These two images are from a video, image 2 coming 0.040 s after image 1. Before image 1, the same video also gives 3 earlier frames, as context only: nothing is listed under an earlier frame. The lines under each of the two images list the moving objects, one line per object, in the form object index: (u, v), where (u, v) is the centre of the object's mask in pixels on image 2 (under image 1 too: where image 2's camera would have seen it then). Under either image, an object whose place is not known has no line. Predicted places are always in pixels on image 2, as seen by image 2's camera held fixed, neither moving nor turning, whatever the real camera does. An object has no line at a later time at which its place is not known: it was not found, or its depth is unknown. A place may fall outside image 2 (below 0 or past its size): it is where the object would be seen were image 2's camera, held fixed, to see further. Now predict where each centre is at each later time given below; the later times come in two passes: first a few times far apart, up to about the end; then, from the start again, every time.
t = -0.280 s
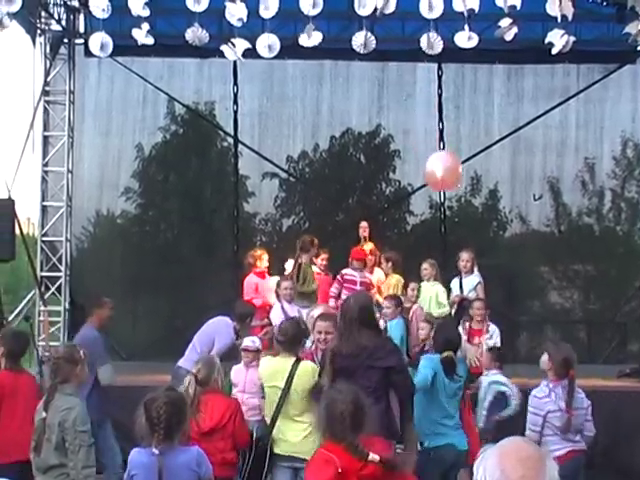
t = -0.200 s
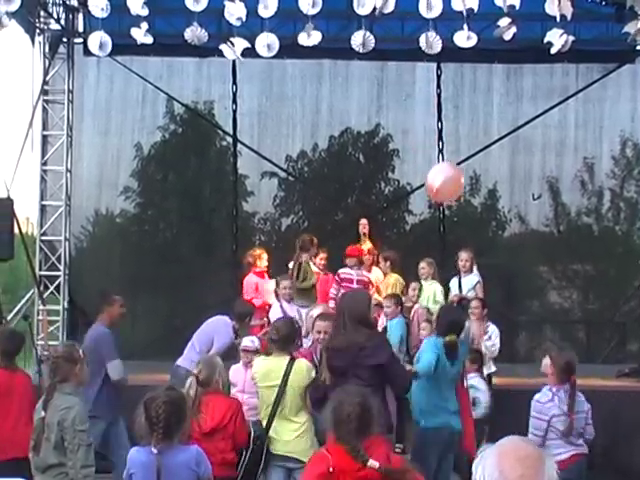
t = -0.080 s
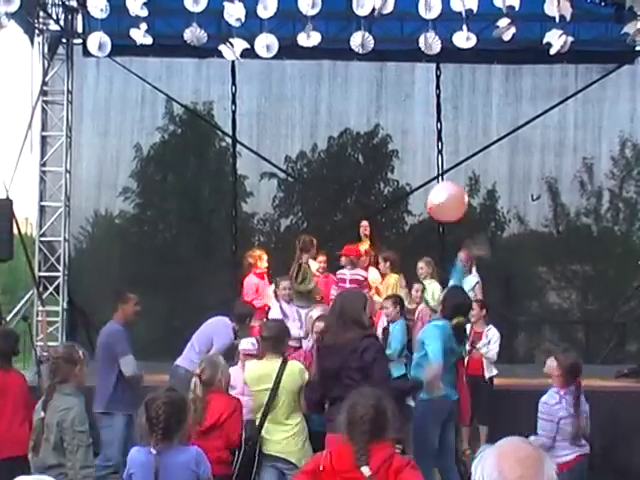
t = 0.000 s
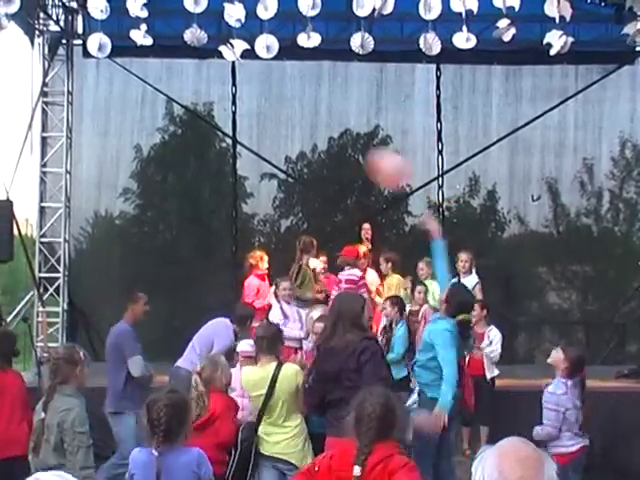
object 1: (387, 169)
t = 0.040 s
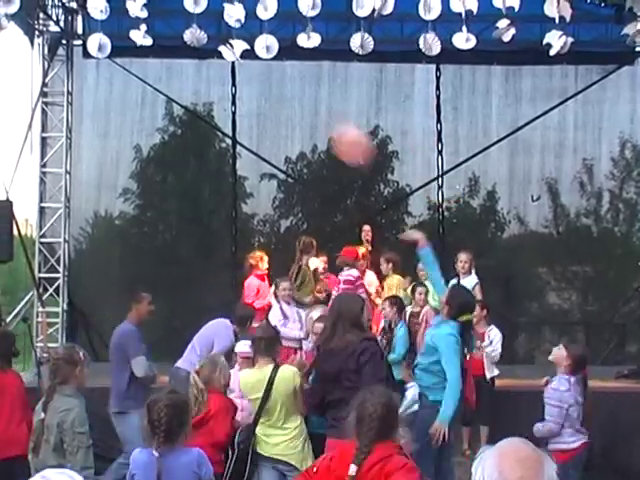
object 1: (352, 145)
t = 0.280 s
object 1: (306, 97)
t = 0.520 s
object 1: (301, 80)
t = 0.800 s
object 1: (297, 76)
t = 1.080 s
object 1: (293, 89)
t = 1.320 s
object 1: (293, 109)
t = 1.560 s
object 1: (292, 135)
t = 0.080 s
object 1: (329, 128)
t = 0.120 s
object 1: (317, 116)
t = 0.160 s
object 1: (313, 111)
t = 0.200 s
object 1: (311, 106)
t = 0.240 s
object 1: (308, 101)
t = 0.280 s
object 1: (306, 97)
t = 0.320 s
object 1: (304, 93)
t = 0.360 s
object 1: (303, 89)
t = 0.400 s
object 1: (302, 86)
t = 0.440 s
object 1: (302, 83)
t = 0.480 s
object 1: (301, 81)
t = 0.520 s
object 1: (301, 80)
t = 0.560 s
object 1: (301, 78)
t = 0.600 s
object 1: (300, 77)
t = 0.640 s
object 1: (299, 76)
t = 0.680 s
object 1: (299, 75)
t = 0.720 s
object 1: (298, 75)
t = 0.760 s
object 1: (298, 76)
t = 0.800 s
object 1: (297, 76)
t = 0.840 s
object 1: (296, 77)
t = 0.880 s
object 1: (296, 78)
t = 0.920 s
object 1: (295, 79)
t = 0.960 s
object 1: (294, 82)
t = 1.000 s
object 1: (294, 84)
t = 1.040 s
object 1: (293, 86)
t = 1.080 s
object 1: (293, 89)
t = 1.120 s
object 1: (293, 92)
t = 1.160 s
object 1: (293, 95)
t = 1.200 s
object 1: (293, 98)
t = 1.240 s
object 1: (293, 102)
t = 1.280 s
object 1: (293, 105)
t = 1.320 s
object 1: (293, 109)
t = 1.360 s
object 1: (293, 113)
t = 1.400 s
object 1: (293, 117)
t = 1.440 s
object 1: (293, 121)
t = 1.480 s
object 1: (293, 125)
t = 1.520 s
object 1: (292, 129)
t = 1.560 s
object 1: (292, 135)
